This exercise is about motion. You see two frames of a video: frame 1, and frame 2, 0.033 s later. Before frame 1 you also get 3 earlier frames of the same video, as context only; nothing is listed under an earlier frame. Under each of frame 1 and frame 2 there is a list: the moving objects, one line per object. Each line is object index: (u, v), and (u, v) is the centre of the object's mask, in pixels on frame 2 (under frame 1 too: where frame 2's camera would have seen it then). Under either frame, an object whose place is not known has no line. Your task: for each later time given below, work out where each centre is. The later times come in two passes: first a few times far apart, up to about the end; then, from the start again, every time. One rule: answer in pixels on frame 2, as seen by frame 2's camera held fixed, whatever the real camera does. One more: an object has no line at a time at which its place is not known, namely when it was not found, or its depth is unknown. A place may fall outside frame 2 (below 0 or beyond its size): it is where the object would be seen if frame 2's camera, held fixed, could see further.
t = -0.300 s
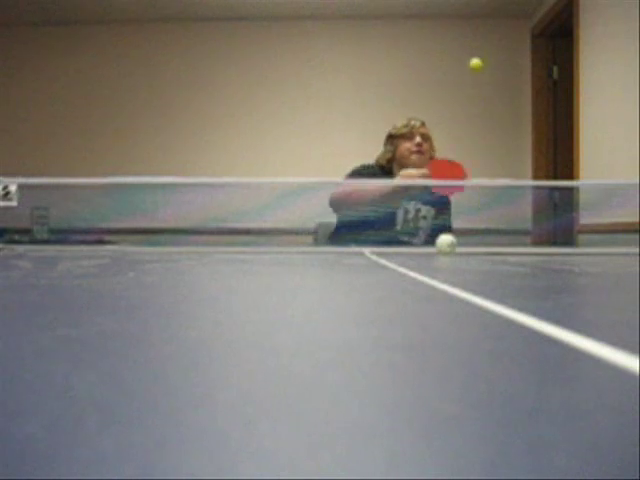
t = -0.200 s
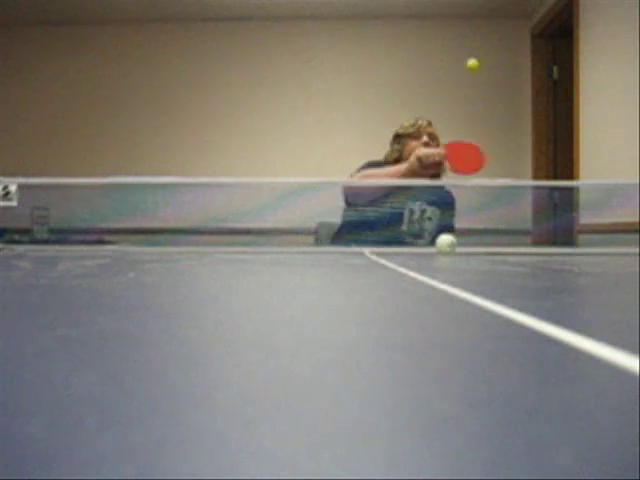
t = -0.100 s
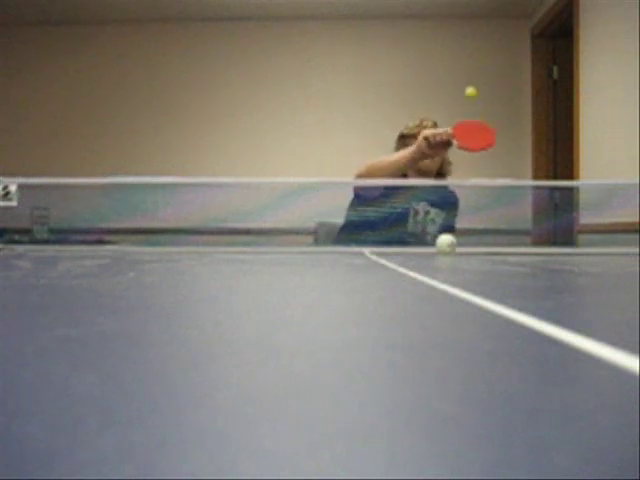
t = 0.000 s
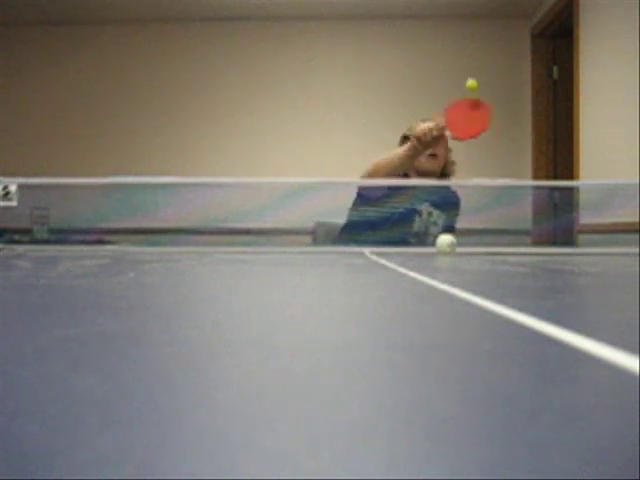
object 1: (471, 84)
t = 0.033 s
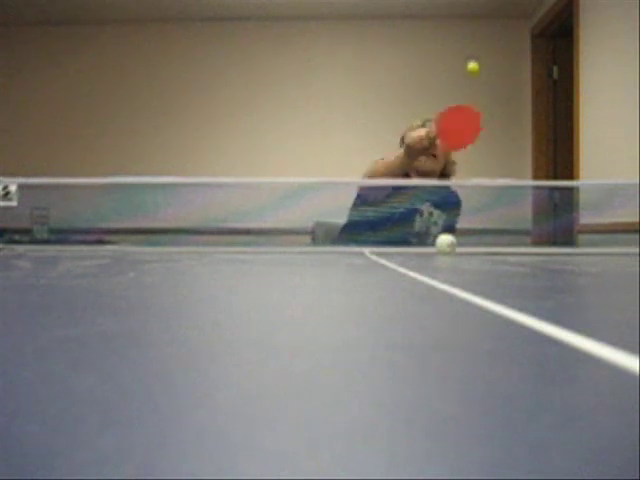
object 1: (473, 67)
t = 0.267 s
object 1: (486, 35)
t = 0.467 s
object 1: (505, 211)
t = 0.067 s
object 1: (474, 52)
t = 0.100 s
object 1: (475, 40)
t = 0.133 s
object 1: (477, 32)
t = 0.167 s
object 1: (479, 27)
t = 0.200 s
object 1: (481, 26)
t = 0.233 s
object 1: (483, 28)
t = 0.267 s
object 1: (486, 35)
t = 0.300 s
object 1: (488, 47)
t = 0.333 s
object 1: (491, 65)
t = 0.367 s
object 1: (494, 90)
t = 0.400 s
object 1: (497, 121)
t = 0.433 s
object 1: (501, 164)
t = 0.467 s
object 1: (505, 211)
